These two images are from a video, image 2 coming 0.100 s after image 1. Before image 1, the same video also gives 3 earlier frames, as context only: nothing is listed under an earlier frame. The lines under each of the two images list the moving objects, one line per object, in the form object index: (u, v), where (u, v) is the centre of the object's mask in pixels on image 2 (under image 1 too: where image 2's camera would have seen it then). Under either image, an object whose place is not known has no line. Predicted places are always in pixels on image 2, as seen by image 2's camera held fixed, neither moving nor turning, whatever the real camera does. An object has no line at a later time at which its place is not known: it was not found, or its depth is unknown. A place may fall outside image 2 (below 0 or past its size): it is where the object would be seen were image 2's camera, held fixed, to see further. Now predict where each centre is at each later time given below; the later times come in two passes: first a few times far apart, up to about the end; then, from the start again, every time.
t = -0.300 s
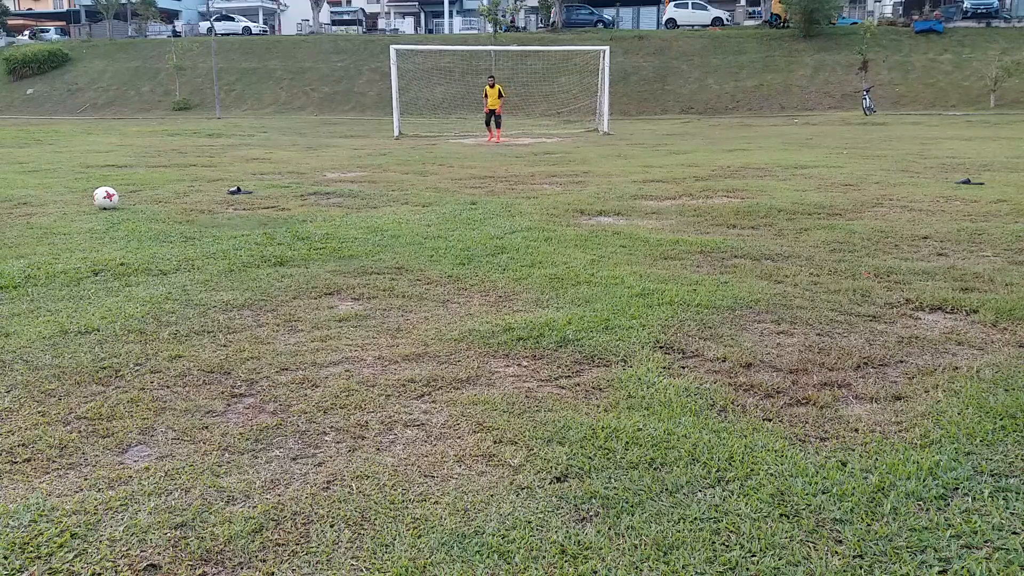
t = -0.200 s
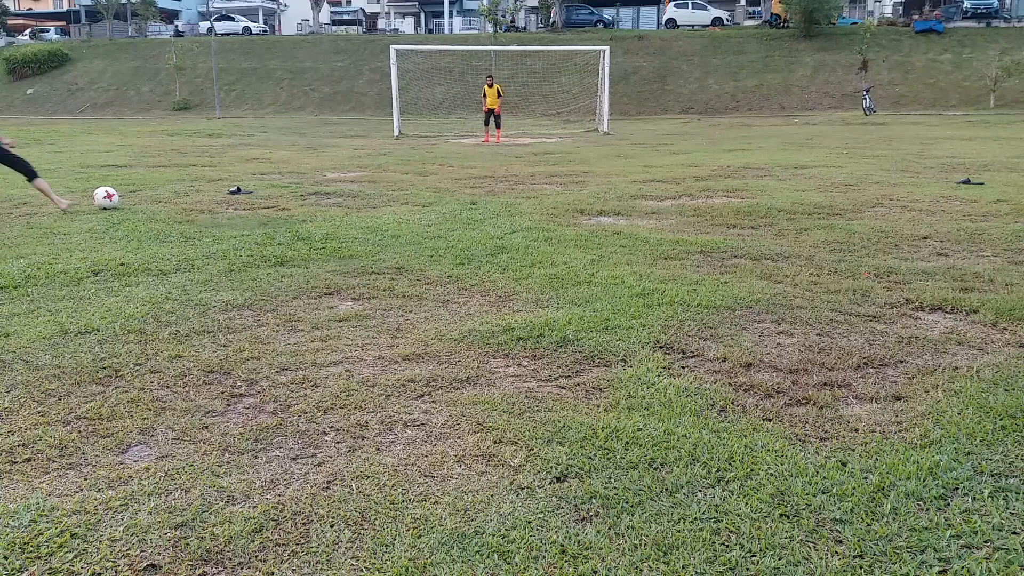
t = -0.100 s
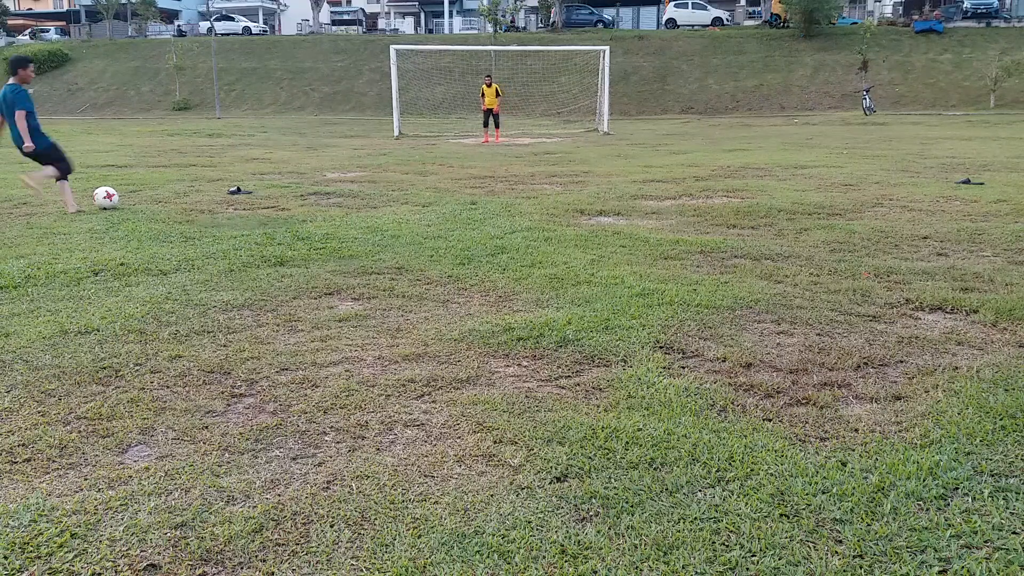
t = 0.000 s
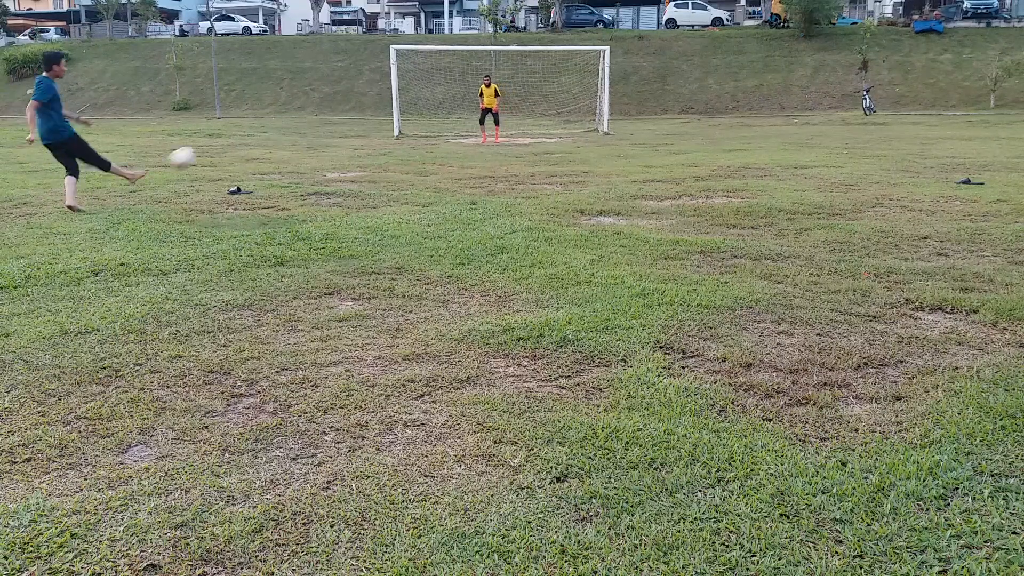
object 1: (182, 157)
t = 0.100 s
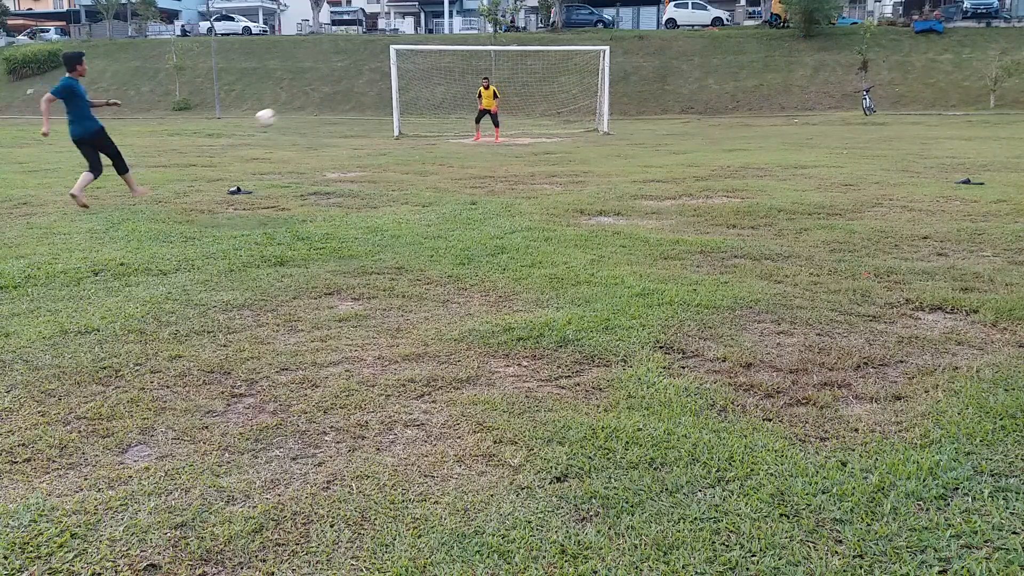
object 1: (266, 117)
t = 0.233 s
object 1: (334, 91)
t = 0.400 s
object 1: (383, 82)
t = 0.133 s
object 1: (287, 108)
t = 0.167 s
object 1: (305, 102)
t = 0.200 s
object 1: (320, 96)
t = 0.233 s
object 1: (334, 91)
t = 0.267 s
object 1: (346, 88)
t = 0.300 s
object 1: (357, 85)
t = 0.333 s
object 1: (366, 83)
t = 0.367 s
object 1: (375, 83)
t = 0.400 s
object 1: (383, 82)
